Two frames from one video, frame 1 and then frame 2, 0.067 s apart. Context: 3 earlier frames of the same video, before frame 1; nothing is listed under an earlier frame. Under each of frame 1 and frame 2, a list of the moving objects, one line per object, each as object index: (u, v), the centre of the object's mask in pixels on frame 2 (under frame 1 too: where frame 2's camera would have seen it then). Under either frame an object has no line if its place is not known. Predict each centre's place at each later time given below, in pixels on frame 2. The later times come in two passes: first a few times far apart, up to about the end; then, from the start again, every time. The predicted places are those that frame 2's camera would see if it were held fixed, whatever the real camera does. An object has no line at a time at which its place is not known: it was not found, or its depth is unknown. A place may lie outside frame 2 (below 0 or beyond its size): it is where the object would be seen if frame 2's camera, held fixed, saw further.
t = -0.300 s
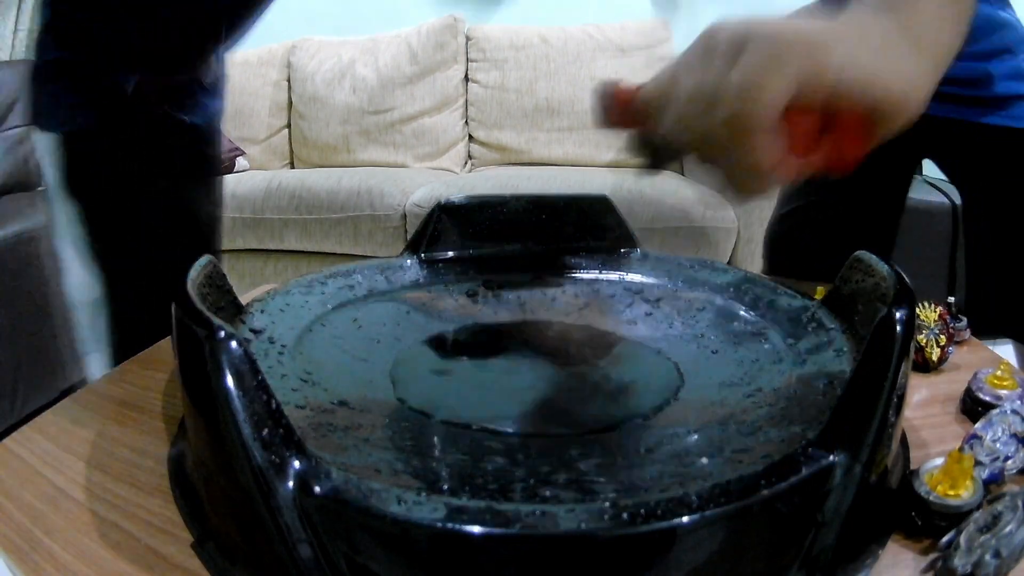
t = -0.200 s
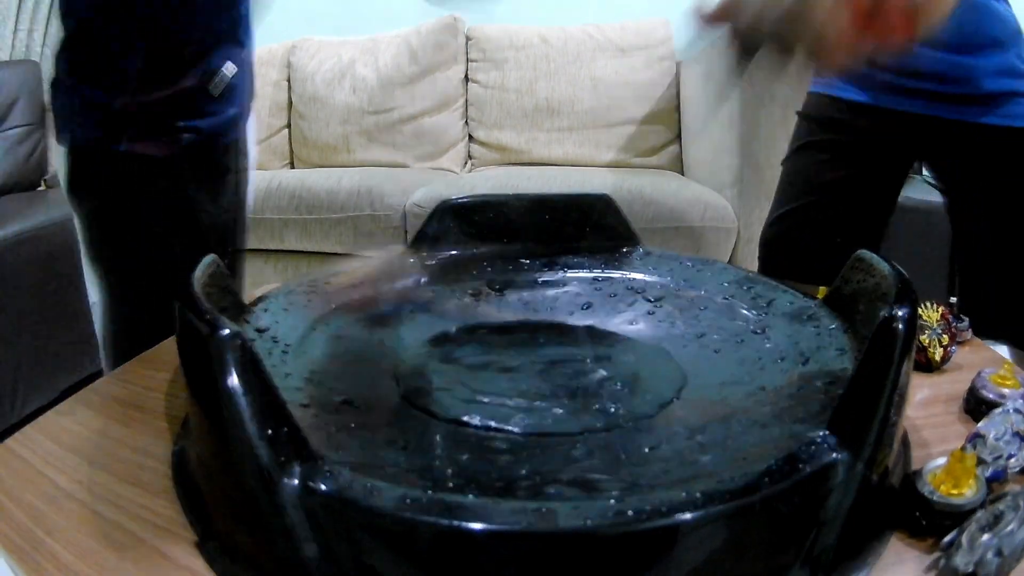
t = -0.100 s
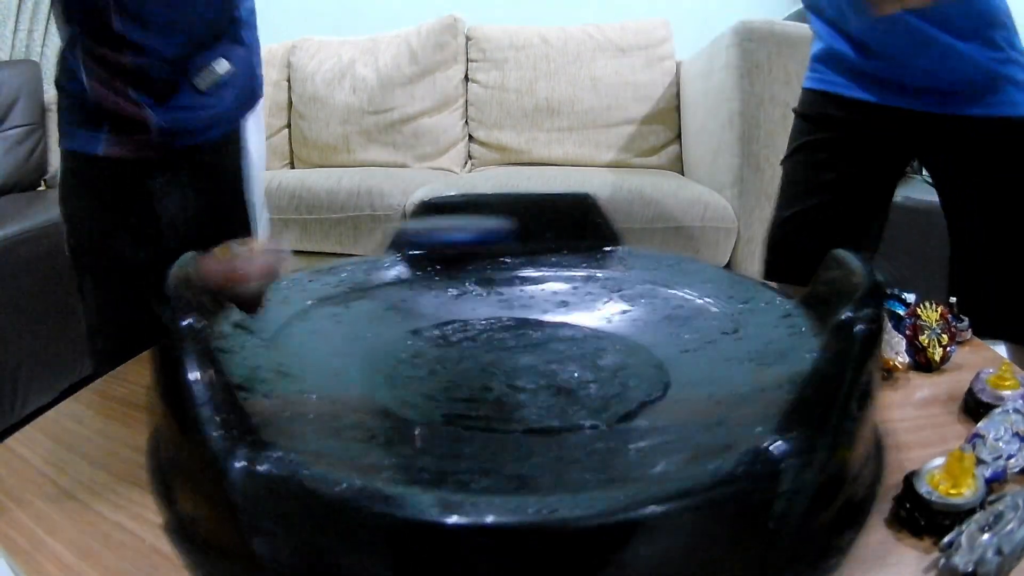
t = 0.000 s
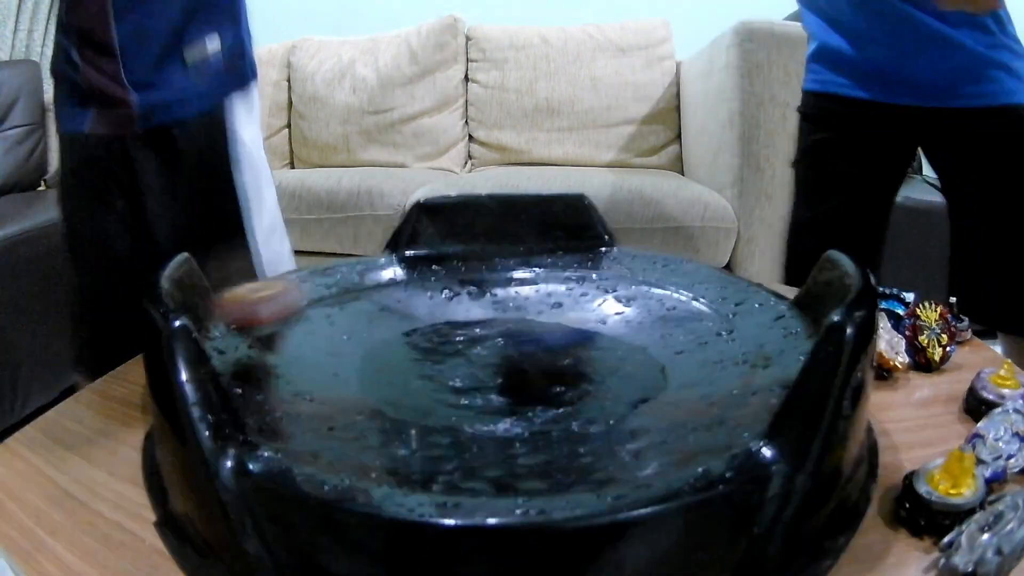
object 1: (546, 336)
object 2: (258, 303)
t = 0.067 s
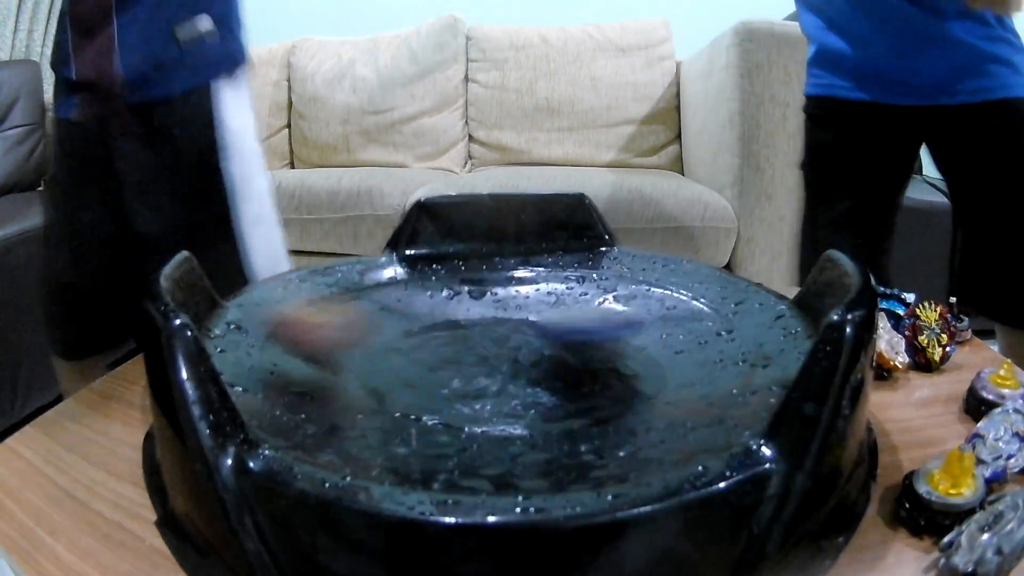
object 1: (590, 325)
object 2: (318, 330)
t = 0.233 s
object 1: (659, 318)
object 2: (509, 350)
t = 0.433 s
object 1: (721, 313)
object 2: (547, 349)
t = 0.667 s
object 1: (766, 304)
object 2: (526, 342)
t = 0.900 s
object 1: (662, 329)
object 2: (505, 339)
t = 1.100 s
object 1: (559, 317)
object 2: (432, 331)
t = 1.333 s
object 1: (526, 276)
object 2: (402, 323)
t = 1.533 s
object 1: (516, 270)
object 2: (420, 326)
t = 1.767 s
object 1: (459, 287)
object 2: (463, 338)
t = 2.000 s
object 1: (395, 279)
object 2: (515, 365)
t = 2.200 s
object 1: (406, 281)
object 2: (519, 373)
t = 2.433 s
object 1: (446, 322)
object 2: (533, 361)
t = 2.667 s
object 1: (462, 338)
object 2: (603, 368)
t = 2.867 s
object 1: (348, 329)
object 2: (769, 314)
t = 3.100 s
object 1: (342, 305)
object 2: (671, 302)
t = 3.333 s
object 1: (426, 325)
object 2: (544, 298)
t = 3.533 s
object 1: (444, 352)
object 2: (578, 274)
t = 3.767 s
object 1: (519, 360)
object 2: (563, 312)
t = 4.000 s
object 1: (579, 347)
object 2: (477, 333)
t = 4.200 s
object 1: (589, 331)
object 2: (471, 330)
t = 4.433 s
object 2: (464, 334)
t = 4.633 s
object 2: (442, 343)
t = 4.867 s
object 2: (475, 363)
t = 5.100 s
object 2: (519, 360)
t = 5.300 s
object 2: (557, 358)
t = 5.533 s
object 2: (560, 350)
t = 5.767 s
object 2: (561, 345)
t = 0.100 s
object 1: (607, 324)
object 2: (359, 338)
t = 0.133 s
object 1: (627, 321)
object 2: (405, 341)
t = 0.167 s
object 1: (640, 320)
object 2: (443, 346)
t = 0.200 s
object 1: (650, 320)
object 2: (477, 350)
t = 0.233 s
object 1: (659, 318)
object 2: (509, 350)
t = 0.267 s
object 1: (666, 319)
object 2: (527, 351)
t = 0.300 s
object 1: (673, 320)
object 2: (543, 351)
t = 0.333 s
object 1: (679, 321)
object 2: (557, 352)
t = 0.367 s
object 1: (682, 322)
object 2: (565, 350)
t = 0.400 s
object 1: (702, 317)
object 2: (558, 350)
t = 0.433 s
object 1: (721, 313)
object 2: (547, 349)
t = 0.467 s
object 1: (734, 309)
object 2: (540, 347)
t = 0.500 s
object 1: (745, 306)
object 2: (538, 345)
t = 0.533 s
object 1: (755, 303)
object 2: (537, 344)
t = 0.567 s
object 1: (761, 303)
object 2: (534, 343)
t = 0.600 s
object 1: (765, 302)
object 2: (532, 343)
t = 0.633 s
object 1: (767, 302)
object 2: (528, 342)
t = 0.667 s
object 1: (766, 304)
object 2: (526, 342)
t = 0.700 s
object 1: (764, 306)
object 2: (524, 341)
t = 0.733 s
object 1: (759, 309)
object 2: (520, 340)
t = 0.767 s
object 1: (752, 311)
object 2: (520, 340)
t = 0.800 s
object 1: (736, 315)
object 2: (518, 339)
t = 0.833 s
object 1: (716, 320)
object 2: (514, 339)
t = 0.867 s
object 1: (691, 324)
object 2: (511, 339)
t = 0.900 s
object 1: (662, 329)
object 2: (505, 339)
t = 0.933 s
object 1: (636, 332)
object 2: (504, 338)
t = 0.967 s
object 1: (611, 333)
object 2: (494, 337)
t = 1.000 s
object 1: (600, 330)
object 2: (475, 335)
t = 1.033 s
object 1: (589, 327)
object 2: (453, 335)
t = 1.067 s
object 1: (572, 323)
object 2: (441, 333)
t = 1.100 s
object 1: (559, 317)
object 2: (432, 331)
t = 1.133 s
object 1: (553, 311)
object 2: (424, 330)
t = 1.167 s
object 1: (542, 303)
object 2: (416, 328)
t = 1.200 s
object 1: (537, 298)
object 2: (410, 327)
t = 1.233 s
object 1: (533, 291)
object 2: (407, 326)
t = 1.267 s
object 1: (530, 284)
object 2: (404, 325)
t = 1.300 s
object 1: (528, 280)
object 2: (403, 324)
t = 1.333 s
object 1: (526, 276)
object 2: (402, 323)
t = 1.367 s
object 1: (525, 273)
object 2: (403, 323)
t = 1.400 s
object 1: (525, 271)
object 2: (403, 322)
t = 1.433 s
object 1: (523, 270)
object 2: (404, 322)
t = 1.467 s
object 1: (522, 269)
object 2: (407, 323)
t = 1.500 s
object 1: (519, 269)
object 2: (415, 325)
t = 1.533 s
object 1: (516, 270)
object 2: (420, 326)
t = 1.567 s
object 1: (511, 273)
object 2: (426, 326)
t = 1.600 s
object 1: (507, 277)
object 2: (432, 328)
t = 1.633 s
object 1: (501, 280)
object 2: (439, 329)
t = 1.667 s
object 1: (494, 283)
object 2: (444, 330)
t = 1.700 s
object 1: (484, 285)
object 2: (451, 333)
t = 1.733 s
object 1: (474, 286)
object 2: (457, 336)
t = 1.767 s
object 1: (459, 287)
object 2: (463, 338)
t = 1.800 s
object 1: (447, 291)
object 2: (469, 342)
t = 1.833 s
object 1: (435, 293)
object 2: (477, 350)
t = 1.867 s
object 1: (422, 289)
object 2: (486, 354)
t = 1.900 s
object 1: (414, 286)
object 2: (498, 358)
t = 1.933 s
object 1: (405, 284)
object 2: (506, 361)
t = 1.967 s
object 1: (399, 282)
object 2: (510, 363)
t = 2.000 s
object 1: (395, 279)
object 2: (515, 365)
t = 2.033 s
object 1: (391, 278)
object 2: (517, 368)
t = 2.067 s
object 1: (390, 276)
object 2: (520, 367)
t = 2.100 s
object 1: (390, 275)
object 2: (519, 367)
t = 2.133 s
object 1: (392, 275)
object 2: (522, 373)
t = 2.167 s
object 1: (397, 276)
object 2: (522, 373)
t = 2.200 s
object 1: (406, 281)
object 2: (519, 373)
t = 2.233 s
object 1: (412, 286)
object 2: (517, 372)
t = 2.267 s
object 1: (418, 292)
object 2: (517, 367)
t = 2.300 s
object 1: (432, 301)
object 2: (517, 366)
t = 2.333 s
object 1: (437, 307)
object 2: (516, 364)
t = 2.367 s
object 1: (441, 313)
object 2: (517, 363)
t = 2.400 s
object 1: (441, 319)
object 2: (518, 360)
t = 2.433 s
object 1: (446, 322)
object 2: (533, 361)
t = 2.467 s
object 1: (445, 323)
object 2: (554, 363)
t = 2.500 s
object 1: (441, 323)
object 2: (574, 367)
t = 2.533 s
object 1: (441, 323)
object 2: (585, 368)
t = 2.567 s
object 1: (444, 326)
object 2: (592, 367)
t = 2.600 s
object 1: (448, 330)
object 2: (600, 366)
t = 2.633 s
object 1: (455, 334)
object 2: (602, 366)
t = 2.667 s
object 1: (462, 338)
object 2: (603, 368)
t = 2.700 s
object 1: (469, 341)
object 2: (602, 367)
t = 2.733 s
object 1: (476, 345)
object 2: (598, 365)
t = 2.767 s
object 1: (475, 346)
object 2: (603, 365)
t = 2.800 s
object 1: (426, 343)
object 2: (658, 345)
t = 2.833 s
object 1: (380, 335)
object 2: (722, 331)
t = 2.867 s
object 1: (348, 329)
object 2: (769, 314)
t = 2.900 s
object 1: (324, 320)
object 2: (786, 300)
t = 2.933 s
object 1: (311, 314)
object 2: (775, 298)
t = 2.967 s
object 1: (309, 311)
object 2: (758, 296)
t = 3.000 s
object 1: (311, 308)
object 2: (737, 297)
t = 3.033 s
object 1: (318, 306)
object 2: (716, 297)
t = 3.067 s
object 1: (327, 304)
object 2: (694, 297)
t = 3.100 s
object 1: (342, 305)
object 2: (671, 302)
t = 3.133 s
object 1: (355, 306)
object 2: (643, 303)
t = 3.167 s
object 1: (373, 308)
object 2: (617, 304)
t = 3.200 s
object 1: (387, 310)
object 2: (588, 308)
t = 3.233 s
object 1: (408, 313)
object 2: (563, 306)
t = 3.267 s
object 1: (426, 317)
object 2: (540, 309)
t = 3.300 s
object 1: (434, 319)
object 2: (532, 308)
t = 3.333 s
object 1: (426, 325)
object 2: (544, 298)
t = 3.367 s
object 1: (419, 333)
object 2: (557, 288)
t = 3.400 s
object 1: (418, 338)
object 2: (565, 283)
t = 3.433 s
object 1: (422, 343)
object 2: (569, 277)
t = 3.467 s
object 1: (429, 346)
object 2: (573, 275)
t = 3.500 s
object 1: (437, 349)
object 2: (576, 273)
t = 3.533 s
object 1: (444, 352)
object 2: (578, 274)
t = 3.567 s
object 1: (453, 353)
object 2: (580, 274)
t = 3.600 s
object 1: (464, 356)
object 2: (582, 278)
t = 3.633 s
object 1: (474, 357)
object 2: (583, 283)
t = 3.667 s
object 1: (486, 359)
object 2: (581, 289)
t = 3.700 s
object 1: (497, 358)
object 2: (579, 295)
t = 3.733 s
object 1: (507, 359)
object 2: (572, 308)
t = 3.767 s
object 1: (519, 360)
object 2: (563, 312)
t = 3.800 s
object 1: (530, 357)
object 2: (552, 313)
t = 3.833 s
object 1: (538, 356)
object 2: (535, 319)
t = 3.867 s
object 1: (548, 354)
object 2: (521, 322)
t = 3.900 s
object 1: (553, 353)
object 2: (506, 325)
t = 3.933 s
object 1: (565, 352)
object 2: (489, 330)
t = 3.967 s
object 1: (571, 350)
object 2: (480, 328)
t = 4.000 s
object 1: (579, 347)
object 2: (477, 333)
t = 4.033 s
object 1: (584, 344)
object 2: (475, 333)
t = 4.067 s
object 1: (588, 342)
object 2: (472, 332)
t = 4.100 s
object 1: (589, 339)
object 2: (469, 333)
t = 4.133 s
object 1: (591, 336)
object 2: (471, 333)
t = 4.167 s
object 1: (591, 334)
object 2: (471, 331)
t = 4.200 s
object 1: (589, 331)
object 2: (471, 330)
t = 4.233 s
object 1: (587, 328)
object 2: (476, 330)
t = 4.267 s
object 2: (478, 331)
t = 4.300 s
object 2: (477, 333)
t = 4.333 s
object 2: (471, 332)
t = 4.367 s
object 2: (471, 332)
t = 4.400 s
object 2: (467, 330)
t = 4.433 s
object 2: (464, 334)
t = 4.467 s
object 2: (454, 332)
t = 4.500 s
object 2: (447, 338)
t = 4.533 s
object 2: (444, 338)
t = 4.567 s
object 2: (444, 341)
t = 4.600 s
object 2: (442, 342)
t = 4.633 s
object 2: (442, 343)
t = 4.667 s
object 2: (446, 345)
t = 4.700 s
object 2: (450, 346)
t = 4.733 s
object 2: (456, 348)
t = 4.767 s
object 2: (462, 346)
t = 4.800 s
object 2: (467, 353)
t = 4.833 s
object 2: (470, 359)
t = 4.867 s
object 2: (475, 363)
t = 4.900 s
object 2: (484, 363)
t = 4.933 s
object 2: (491, 366)
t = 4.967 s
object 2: (498, 366)
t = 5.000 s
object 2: (505, 365)
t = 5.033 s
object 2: (509, 362)
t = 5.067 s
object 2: (516, 362)
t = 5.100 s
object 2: (519, 360)
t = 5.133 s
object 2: (522, 360)
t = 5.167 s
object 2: (525, 358)
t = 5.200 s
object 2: (540, 359)
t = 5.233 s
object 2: (548, 360)
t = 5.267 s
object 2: (554, 358)
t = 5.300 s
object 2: (557, 358)
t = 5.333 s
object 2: (556, 361)
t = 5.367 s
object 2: (555, 354)
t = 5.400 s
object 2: (550, 357)
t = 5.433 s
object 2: (552, 367)
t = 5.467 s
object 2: (551, 360)
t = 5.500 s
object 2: (555, 350)
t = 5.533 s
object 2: (560, 350)
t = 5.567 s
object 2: (562, 347)
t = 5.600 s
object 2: (565, 347)
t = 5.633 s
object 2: (565, 347)
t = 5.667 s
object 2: (563, 347)
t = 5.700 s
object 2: (562, 349)
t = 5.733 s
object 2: (561, 347)
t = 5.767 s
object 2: (561, 345)
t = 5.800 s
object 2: (562, 348)
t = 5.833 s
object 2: (562, 343)
